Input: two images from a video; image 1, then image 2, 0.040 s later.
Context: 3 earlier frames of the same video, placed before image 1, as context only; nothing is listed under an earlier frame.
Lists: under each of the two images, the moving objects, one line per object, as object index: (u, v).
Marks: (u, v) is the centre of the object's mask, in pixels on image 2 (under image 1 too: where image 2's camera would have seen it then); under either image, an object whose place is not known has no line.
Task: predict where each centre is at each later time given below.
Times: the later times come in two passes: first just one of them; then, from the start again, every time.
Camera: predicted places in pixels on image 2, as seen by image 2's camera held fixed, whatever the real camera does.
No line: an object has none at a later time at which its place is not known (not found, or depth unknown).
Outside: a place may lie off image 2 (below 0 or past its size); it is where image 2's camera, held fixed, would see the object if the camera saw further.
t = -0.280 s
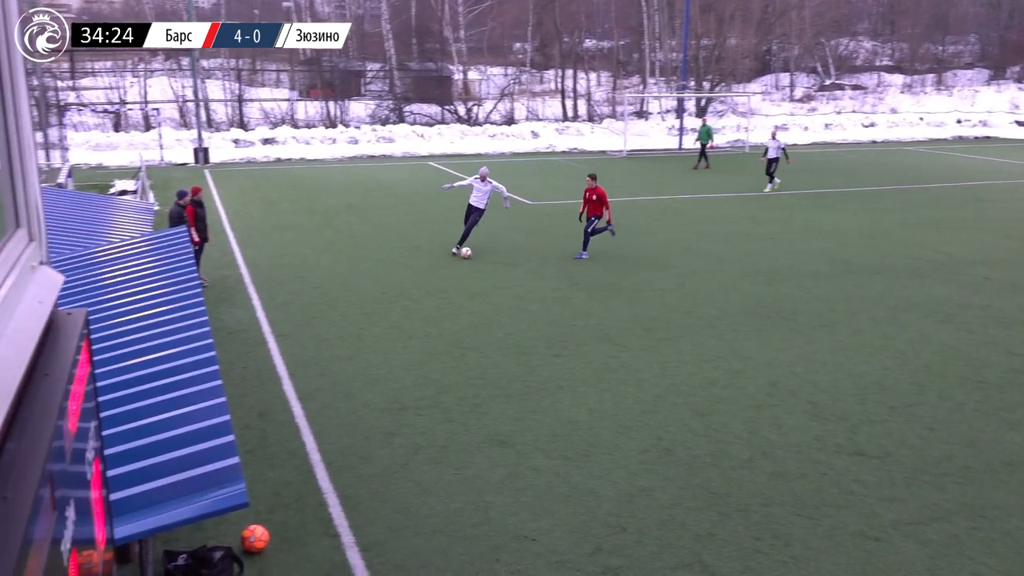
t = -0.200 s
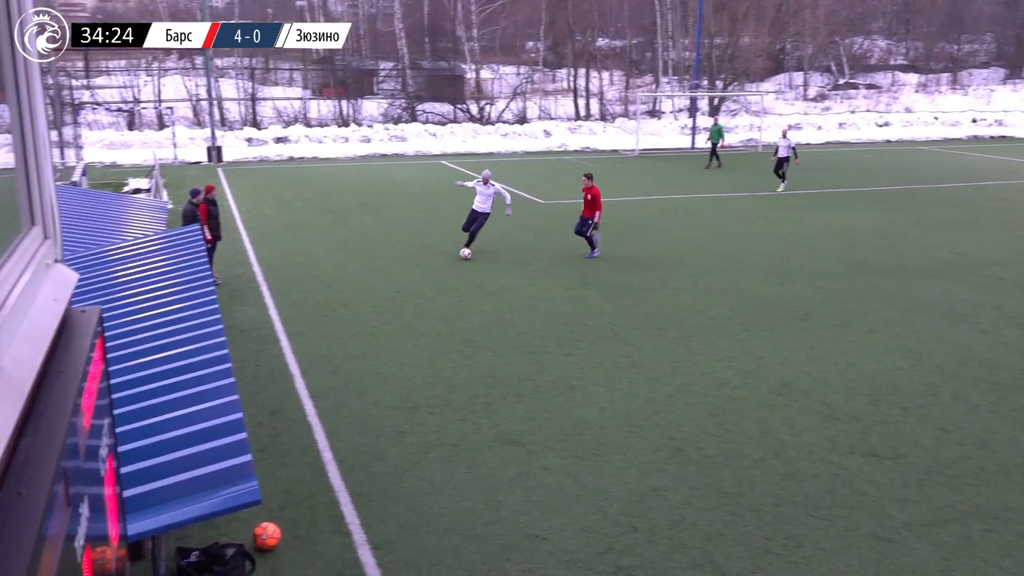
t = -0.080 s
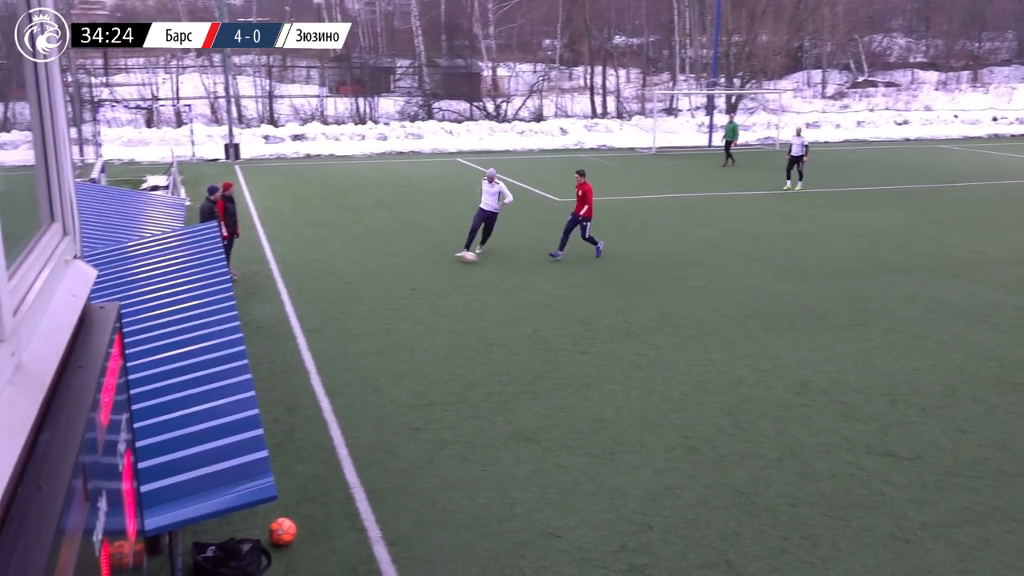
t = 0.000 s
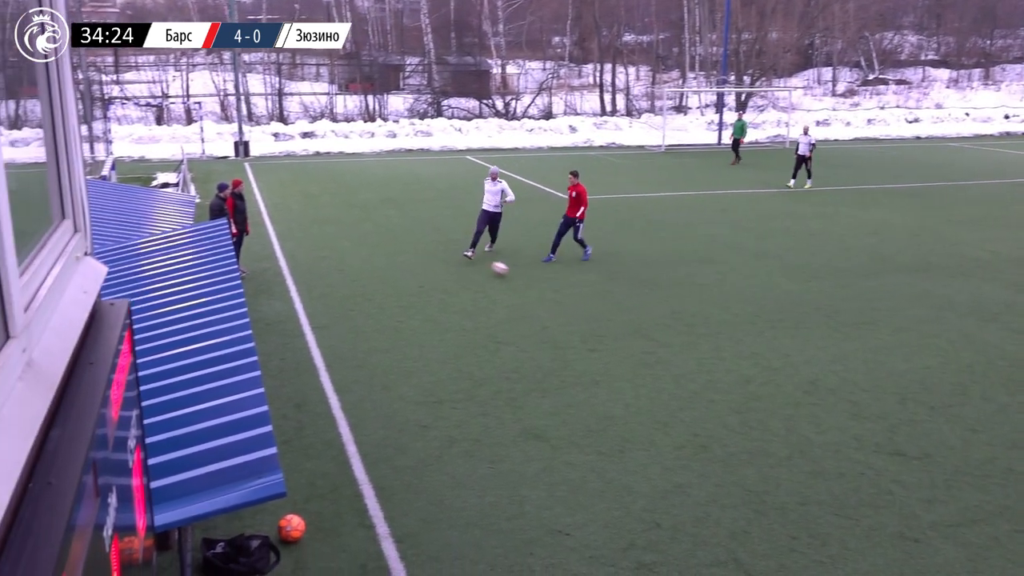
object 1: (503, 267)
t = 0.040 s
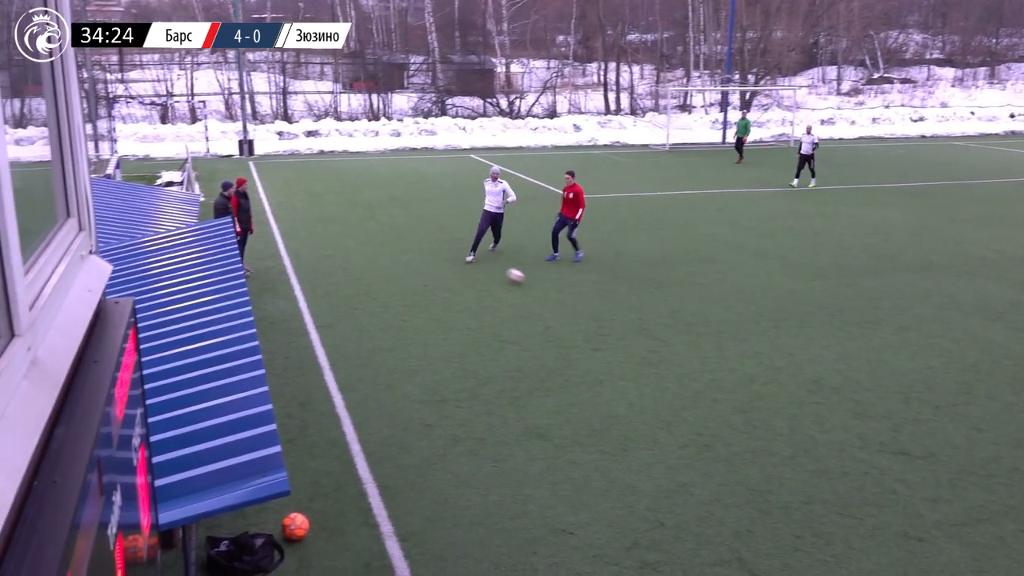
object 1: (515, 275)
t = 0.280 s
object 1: (608, 336)
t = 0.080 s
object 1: (528, 285)
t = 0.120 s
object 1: (542, 294)
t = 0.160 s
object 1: (557, 303)
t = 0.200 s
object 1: (572, 314)
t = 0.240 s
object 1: (590, 325)
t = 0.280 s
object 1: (608, 336)
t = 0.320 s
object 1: (627, 345)
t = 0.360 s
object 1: (648, 357)
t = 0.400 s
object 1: (672, 371)
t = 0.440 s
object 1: (697, 388)
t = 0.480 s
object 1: (724, 408)
